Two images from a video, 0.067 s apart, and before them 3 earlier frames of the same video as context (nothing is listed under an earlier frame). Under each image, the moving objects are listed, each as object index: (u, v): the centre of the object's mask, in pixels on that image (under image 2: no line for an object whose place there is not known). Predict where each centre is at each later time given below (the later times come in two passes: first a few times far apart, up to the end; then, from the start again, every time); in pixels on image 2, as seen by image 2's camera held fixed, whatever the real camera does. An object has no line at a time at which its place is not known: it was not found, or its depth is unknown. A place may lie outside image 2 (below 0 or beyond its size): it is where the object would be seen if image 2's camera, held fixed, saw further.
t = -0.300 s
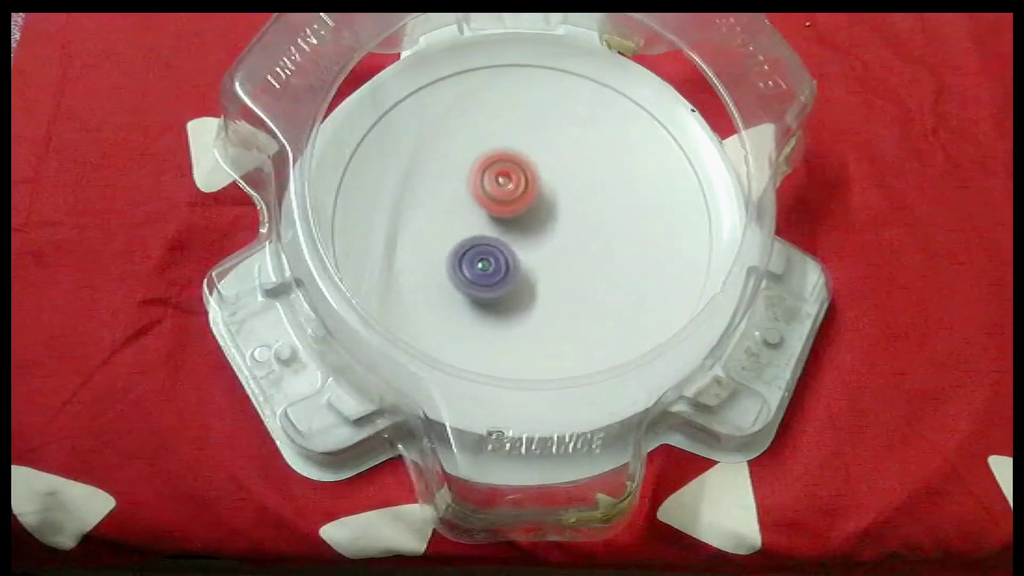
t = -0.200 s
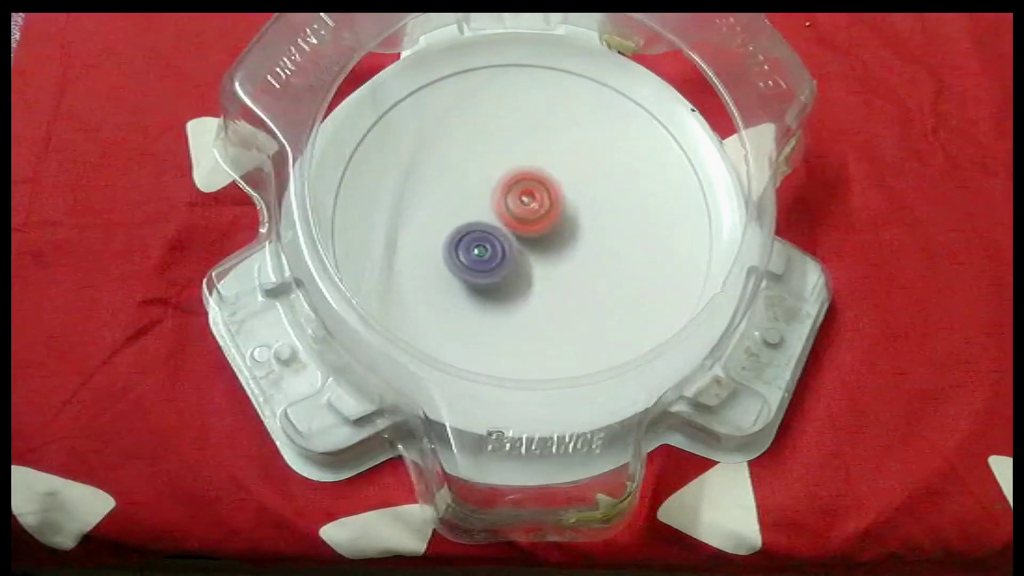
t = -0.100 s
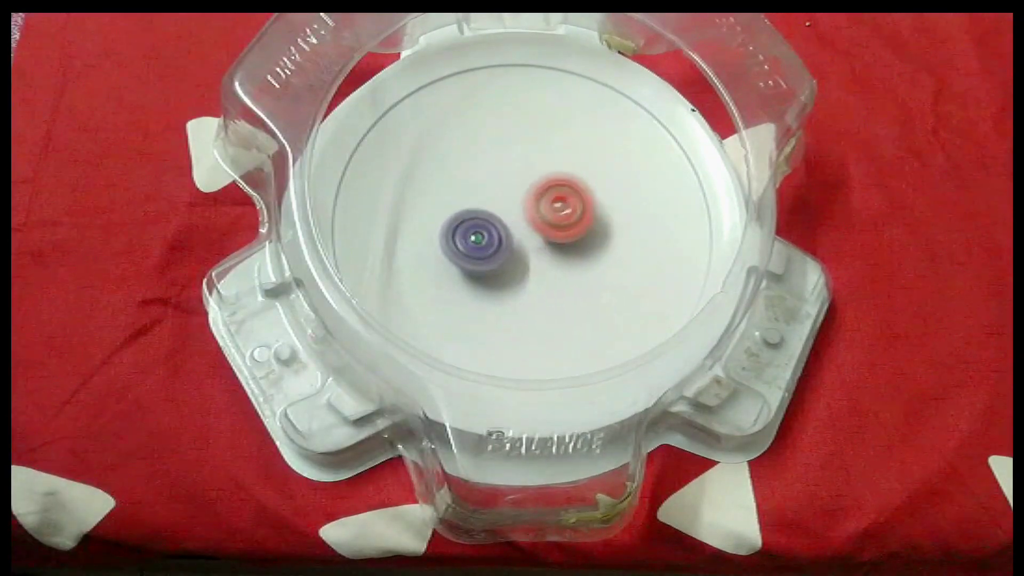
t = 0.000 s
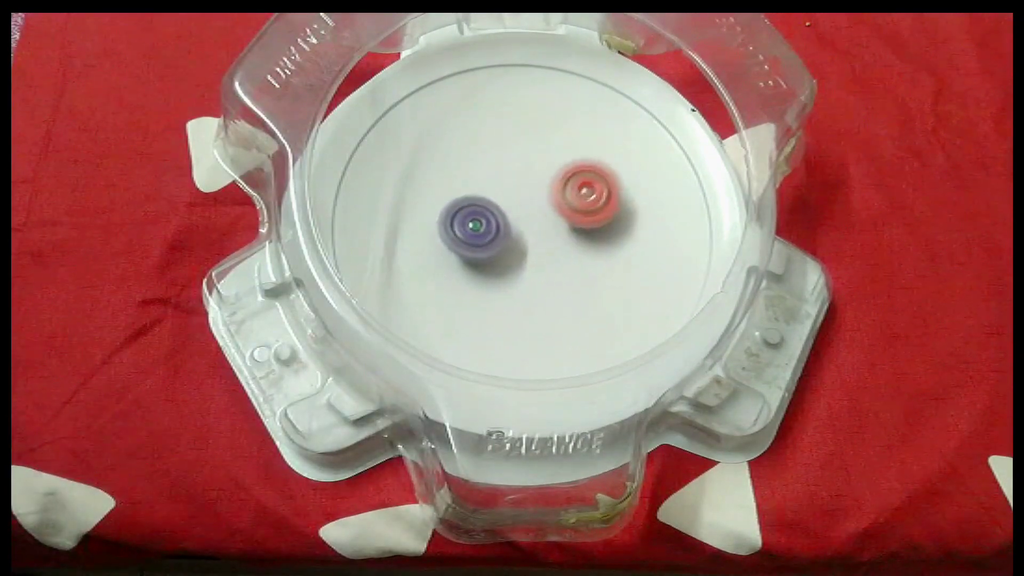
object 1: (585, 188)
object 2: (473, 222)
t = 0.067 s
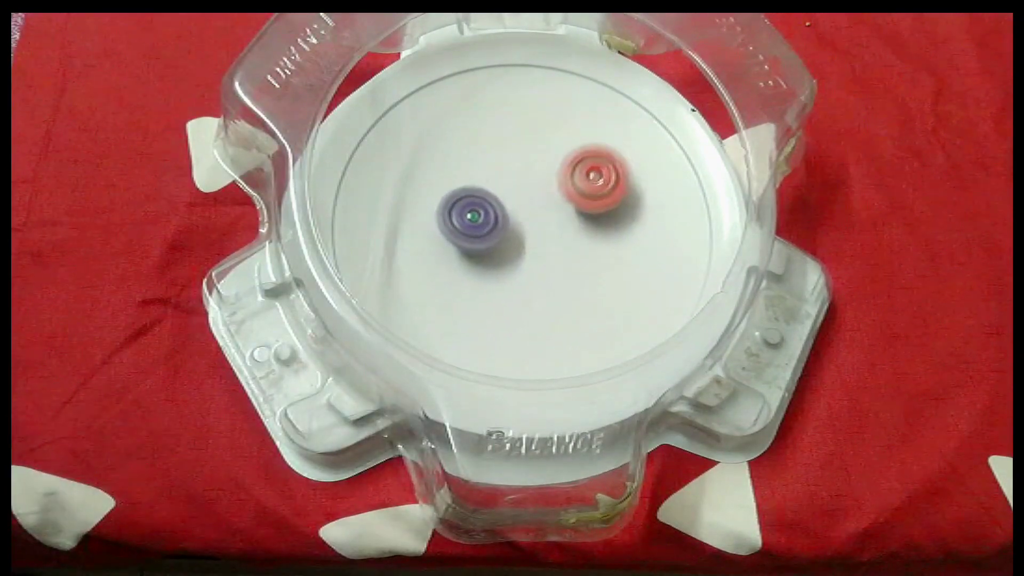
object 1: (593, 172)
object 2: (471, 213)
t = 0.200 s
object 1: (579, 148)
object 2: (469, 194)
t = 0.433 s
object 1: (531, 185)
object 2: (452, 172)
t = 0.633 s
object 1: (577, 236)
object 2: (449, 174)
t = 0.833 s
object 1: (614, 220)
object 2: (472, 183)
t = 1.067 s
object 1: (624, 214)
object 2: (473, 150)
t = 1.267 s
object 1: (675, 206)
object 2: (415, 139)
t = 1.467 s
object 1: (616, 188)
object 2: (418, 172)
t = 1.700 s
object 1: (532, 258)
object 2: (477, 210)
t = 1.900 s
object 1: (572, 348)
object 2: (530, 181)
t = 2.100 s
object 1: (627, 322)
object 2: (568, 151)
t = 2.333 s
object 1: (545, 248)
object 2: (565, 130)
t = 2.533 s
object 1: (441, 226)
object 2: (547, 154)
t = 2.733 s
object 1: (378, 242)
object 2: (552, 200)
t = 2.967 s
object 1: (420, 250)
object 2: (572, 238)
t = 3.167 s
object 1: (472, 195)
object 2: (580, 252)
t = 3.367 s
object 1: (487, 128)
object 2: (570, 258)
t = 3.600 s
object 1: (495, 97)
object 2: (542, 252)
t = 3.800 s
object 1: (522, 124)
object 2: (509, 248)
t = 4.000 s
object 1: (577, 148)
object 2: (487, 239)
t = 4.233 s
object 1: (618, 160)
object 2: (471, 224)
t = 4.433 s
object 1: (609, 186)
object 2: (472, 211)
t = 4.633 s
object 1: (590, 230)
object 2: (480, 189)
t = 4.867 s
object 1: (569, 278)
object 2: (493, 173)
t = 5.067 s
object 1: (546, 289)
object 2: (513, 165)
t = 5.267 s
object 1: (513, 277)
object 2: (538, 166)
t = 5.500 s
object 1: (469, 254)
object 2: (561, 173)
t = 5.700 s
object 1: (449, 225)
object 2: (568, 185)
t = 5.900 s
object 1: (451, 195)
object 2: (569, 205)
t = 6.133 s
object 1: (474, 165)
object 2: (564, 226)
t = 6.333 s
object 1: (506, 145)
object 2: (551, 240)
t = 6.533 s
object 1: (542, 138)
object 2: (531, 248)
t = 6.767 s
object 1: (573, 146)
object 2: (511, 250)
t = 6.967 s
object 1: (585, 172)
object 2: (497, 240)
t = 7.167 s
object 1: (585, 208)
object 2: (492, 227)
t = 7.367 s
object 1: (576, 242)
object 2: (494, 211)
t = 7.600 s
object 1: (551, 269)
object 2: (505, 189)
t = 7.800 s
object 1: (516, 270)
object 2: (521, 174)
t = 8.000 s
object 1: (489, 261)
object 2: (536, 172)
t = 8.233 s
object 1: (471, 229)
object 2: (552, 178)
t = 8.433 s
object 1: (470, 194)
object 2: (561, 191)
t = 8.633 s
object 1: (475, 163)
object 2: (564, 208)
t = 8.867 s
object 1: (501, 150)
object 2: (556, 224)
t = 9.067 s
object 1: (538, 155)
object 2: (540, 233)
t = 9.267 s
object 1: (571, 165)
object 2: (521, 235)
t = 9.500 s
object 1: (590, 188)
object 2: (506, 230)
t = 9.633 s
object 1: (587, 205)
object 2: (499, 224)
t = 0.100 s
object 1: (593, 165)
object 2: (470, 209)
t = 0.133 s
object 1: (591, 158)
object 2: (470, 204)
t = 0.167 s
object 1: (586, 151)
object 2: (469, 199)
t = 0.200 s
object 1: (579, 148)
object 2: (469, 194)
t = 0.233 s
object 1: (571, 146)
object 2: (468, 188)
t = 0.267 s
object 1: (562, 147)
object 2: (465, 183)
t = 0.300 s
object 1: (553, 150)
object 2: (462, 179)
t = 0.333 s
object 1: (545, 155)
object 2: (460, 176)
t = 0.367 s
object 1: (537, 165)
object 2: (457, 174)
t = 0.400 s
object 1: (532, 173)
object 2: (456, 173)
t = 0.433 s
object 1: (531, 185)
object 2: (452, 172)
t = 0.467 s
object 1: (535, 198)
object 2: (449, 170)
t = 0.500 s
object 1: (540, 209)
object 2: (447, 170)
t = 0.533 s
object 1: (547, 220)
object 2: (446, 171)
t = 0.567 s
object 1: (556, 227)
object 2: (446, 172)
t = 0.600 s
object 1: (566, 233)
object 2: (447, 173)
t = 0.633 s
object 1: (577, 236)
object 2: (449, 174)
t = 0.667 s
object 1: (587, 237)
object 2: (451, 176)
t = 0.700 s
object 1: (596, 236)
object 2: (453, 177)
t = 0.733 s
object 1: (604, 234)
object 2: (457, 179)
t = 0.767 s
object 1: (608, 230)
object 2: (461, 181)
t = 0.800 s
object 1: (612, 225)
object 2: (466, 182)
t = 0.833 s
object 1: (614, 220)
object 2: (472, 183)
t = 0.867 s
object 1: (614, 213)
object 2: (479, 183)
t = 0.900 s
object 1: (611, 206)
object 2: (486, 184)
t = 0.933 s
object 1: (606, 200)
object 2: (494, 184)
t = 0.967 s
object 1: (597, 195)
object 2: (502, 183)
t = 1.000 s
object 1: (588, 192)
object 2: (510, 181)
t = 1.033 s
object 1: (601, 201)
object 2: (497, 169)
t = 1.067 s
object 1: (624, 214)
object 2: (473, 150)
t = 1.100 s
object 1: (641, 223)
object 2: (456, 137)
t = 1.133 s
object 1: (653, 226)
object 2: (443, 131)
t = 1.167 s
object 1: (662, 224)
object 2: (432, 131)
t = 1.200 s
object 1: (669, 219)
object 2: (426, 133)
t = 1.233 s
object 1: (674, 213)
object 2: (420, 135)
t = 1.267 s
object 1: (675, 206)
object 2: (415, 139)
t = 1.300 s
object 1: (673, 198)
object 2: (412, 143)
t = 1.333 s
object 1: (668, 192)
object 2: (410, 149)
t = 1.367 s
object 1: (657, 188)
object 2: (410, 154)
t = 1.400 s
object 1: (645, 185)
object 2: (411, 160)
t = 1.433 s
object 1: (630, 185)
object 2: (414, 167)
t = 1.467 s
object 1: (616, 188)
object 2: (418, 172)
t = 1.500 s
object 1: (601, 193)
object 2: (422, 178)
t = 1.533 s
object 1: (586, 201)
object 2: (429, 184)
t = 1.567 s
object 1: (574, 209)
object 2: (436, 190)
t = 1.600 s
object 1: (562, 220)
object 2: (445, 196)
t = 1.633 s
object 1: (551, 232)
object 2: (454, 201)
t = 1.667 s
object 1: (542, 244)
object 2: (465, 206)
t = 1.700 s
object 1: (532, 258)
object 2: (477, 210)
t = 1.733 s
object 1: (531, 280)
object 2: (486, 205)
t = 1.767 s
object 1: (534, 300)
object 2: (493, 198)
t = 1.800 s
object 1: (539, 316)
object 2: (503, 193)
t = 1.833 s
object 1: (548, 330)
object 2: (514, 188)
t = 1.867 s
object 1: (560, 341)
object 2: (523, 185)
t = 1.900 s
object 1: (572, 348)
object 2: (530, 181)
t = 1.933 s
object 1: (585, 351)
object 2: (538, 177)
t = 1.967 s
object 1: (596, 351)
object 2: (545, 173)
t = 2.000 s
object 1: (607, 348)
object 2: (551, 168)
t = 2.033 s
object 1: (617, 342)
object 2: (558, 162)
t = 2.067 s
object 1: (624, 333)
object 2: (564, 156)
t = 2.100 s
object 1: (627, 322)
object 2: (568, 151)
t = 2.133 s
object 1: (623, 309)
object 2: (572, 145)
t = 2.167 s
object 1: (616, 296)
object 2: (574, 140)
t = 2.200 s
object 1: (606, 285)
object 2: (574, 136)
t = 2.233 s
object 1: (593, 274)
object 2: (574, 133)
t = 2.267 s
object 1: (578, 265)
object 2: (572, 131)
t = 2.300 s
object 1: (563, 257)
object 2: (569, 130)
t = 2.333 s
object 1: (545, 248)
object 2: (565, 130)
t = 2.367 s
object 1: (527, 240)
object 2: (561, 131)
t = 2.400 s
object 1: (509, 236)
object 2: (556, 134)
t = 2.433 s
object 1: (491, 232)
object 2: (554, 137)
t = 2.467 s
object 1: (474, 229)
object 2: (551, 142)
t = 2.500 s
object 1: (457, 226)
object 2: (548, 147)
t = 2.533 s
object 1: (441, 226)
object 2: (547, 154)
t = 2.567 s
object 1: (425, 226)
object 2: (546, 161)
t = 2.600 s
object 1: (410, 227)
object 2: (547, 169)
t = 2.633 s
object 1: (398, 230)
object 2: (547, 177)
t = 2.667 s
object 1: (390, 233)
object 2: (548, 185)
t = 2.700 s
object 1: (382, 237)
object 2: (550, 193)
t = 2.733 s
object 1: (378, 242)
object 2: (552, 200)
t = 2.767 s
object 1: (376, 246)
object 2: (555, 206)
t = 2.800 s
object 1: (377, 252)
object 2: (557, 212)
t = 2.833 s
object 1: (381, 255)
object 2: (561, 219)
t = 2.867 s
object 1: (388, 257)
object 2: (564, 224)
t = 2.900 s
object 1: (398, 256)
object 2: (567, 230)
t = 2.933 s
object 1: (409, 254)
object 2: (570, 234)
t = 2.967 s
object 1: (420, 250)
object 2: (572, 238)
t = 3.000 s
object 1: (432, 243)
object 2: (575, 241)
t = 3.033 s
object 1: (442, 235)
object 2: (577, 244)
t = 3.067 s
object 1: (451, 226)
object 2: (579, 246)
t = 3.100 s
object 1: (459, 216)
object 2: (580, 249)
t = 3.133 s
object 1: (466, 206)
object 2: (580, 250)
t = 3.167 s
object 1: (472, 195)
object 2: (580, 252)
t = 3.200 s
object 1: (477, 182)
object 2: (579, 253)
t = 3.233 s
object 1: (479, 170)
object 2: (578, 254)
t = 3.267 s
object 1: (482, 159)
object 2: (577, 255)
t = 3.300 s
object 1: (484, 147)
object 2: (575, 256)
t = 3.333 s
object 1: (486, 137)
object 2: (573, 257)
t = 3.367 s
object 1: (487, 128)
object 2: (570, 258)
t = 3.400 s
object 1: (488, 120)
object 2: (567, 258)
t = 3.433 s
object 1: (489, 112)
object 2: (564, 257)
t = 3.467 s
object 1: (490, 106)
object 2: (560, 256)
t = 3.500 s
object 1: (490, 101)
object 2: (556, 255)
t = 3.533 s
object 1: (491, 97)
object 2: (552, 254)
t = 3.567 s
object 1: (493, 96)
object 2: (547, 253)
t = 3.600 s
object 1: (495, 97)
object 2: (542, 252)
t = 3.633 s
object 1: (497, 99)
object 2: (536, 250)
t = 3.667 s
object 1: (499, 102)
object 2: (530, 249)
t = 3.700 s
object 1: (503, 106)
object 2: (524, 248)
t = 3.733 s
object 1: (509, 112)
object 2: (519, 248)
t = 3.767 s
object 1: (515, 118)
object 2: (514, 249)
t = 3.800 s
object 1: (522, 124)
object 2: (509, 248)
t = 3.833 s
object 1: (531, 130)
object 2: (505, 247)
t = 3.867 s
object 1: (539, 134)
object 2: (500, 246)
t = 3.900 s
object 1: (548, 138)
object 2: (497, 245)
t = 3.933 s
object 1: (558, 142)
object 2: (493, 243)
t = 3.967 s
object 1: (567, 145)
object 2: (490, 241)
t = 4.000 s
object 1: (577, 148)
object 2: (487, 239)
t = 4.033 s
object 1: (586, 150)
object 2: (484, 237)
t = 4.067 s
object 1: (594, 152)
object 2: (480, 235)
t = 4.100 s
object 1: (603, 154)
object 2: (478, 232)
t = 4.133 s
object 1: (609, 155)
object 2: (476, 231)
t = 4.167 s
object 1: (613, 156)
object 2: (474, 228)
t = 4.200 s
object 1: (617, 158)
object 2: (472, 226)
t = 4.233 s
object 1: (618, 160)
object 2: (471, 224)
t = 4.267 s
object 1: (619, 162)
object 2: (470, 221)
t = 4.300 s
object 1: (618, 165)
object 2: (470, 220)
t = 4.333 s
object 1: (617, 169)
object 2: (470, 218)
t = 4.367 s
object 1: (615, 174)
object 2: (470, 216)
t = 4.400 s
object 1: (611, 177)
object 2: (471, 214)
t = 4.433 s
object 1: (609, 186)
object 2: (472, 211)
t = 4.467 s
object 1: (605, 192)
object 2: (473, 208)
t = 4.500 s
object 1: (601, 201)
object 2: (474, 204)
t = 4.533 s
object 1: (598, 208)
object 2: (476, 201)
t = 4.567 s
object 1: (595, 215)
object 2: (477, 197)
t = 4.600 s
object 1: (592, 223)
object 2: (479, 193)
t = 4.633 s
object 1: (590, 230)
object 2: (480, 189)
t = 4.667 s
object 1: (587, 238)
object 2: (481, 186)
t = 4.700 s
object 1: (583, 245)
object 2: (483, 183)
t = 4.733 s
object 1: (579, 252)
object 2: (484, 180)
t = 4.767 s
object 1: (576, 260)
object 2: (486, 178)
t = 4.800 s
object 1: (573, 266)
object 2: (488, 176)
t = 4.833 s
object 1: (571, 273)
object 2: (490, 175)
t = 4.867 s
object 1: (569, 278)
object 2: (493, 173)
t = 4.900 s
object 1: (566, 281)
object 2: (495, 172)
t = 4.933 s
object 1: (563, 285)
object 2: (498, 170)
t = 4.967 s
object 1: (558, 287)
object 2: (501, 168)
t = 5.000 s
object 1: (555, 289)
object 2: (505, 167)
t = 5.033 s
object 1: (550, 290)
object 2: (509, 166)
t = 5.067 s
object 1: (546, 289)
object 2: (513, 165)
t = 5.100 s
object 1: (541, 288)
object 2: (517, 165)
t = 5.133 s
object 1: (535, 287)
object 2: (521, 165)
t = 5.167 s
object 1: (531, 284)
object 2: (526, 165)
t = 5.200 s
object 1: (525, 282)
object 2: (530, 165)
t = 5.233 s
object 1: (519, 279)
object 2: (534, 165)
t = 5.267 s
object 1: (513, 277)
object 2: (538, 166)
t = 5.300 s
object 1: (508, 274)
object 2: (542, 167)
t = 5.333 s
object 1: (501, 271)
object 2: (546, 167)
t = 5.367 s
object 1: (494, 268)
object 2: (549, 168)
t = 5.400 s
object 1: (487, 265)
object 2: (552, 169)
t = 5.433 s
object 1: (481, 260)
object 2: (555, 171)
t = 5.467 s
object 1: (474, 256)
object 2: (558, 172)
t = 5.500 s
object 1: (469, 254)
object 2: (561, 173)
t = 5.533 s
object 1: (464, 249)
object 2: (563, 175)
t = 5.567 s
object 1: (460, 244)
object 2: (564, 176)
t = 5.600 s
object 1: (455, 240)
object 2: (565, 178)
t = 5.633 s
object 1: (454, 235)
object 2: (567, 180)
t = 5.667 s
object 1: (451, 230)
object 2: (568, 183)
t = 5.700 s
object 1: (449, 225)
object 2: (568, 185)
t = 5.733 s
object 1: (449, 221)
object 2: (568, 188)
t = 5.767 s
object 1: (449, 216)
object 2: (568, 191)
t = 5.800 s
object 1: (449, 211)
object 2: (569, 195)
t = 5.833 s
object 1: (450, 207)
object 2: (569, 198)
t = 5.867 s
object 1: (451, 200)
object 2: (569, 201)
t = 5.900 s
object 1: (451, 195)
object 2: (569, 205)
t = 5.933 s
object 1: (454, 191)
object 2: (569, 208)
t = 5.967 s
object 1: (456, 186)
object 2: (568, 212)
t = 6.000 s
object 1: (459, 182)
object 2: (568, 215)
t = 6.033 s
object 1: (463, 178)
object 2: (567, 218)
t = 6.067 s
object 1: (466, 174)
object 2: (567, 221)
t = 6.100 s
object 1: (470, 170)
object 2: (565, 223)
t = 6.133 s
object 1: (474, 165)
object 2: (564, 226)
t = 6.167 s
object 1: (479, 161)
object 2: (562, 229)
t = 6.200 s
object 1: (484, 157)
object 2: (560, 231)
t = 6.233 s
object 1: (489, 154)
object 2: (558, 234)
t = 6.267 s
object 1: (495, 151)
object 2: (556, 236)
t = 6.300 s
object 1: (500, 147)
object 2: (553, 238)
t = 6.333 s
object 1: (506, 145)
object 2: (551, 240)
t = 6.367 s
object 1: (512, 143)
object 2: (547, 242)
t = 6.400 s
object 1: (519, 141)
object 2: (545, 243)
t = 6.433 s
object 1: (524, 139)
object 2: (542, 245)
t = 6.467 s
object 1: (530, 139)
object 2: (539, 246)
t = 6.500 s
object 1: (536, 138)
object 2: (535, 246)
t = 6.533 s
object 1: (542, 138)
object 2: (531, 248)
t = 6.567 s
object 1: (548, 138)
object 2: (528, 248)
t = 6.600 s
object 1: (553, 138)
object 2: (524, 249)
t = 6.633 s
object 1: (558, 139)
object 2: (521, 249)
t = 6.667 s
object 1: (562, 140)
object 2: (518, 250)
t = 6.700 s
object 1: (566, 141)
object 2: (516, 250)
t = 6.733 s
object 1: (570, 143)
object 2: (513, 250)
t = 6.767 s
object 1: (573, 146)
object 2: (511, 250)
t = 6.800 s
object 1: (575, 149)
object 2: (508, 250)
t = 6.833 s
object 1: (578, 152)
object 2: (506, 248)
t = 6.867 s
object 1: (580, 157)
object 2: (503, 247)
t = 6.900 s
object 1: (582, 162)
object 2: (502, 245)
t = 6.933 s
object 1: (583, 167)
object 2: (500, 243)
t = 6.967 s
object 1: (585, 172)
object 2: (497, 240)
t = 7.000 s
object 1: (586, 178)
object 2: (496, 238)
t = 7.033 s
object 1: (587, 183)
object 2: (495, 236)
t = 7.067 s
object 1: (587, 189)
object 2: (494, 233)
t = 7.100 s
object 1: (586, 195)
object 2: (492, 231)
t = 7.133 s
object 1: (586, 201)
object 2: (492, 229)
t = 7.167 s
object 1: (585, 208)
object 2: (492, 227)
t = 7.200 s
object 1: (584, 213)
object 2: (492, 224)
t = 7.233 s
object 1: (582, 220)
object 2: (491, 221)
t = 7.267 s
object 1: (581, 225)
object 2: (492, 219)
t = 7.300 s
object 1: (581, 231)
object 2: (492, 216)
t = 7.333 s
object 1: (578, 236)
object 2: (493, 214)
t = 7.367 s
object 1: (576, 242)
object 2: (494, 211)
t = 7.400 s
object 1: (573, 248)
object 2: (495, 208)
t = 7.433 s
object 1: (569, 253)
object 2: (497, 204)
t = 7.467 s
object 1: (567, 258)
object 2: (498, 201)
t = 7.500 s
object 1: (564, 262)
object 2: (500, 198)
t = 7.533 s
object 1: (559, 264)
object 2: (502, 195)
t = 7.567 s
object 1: (556, 267)
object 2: (504, 191)
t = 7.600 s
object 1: (551, 269)
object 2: (505, 189)
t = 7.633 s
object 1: (547, 270)
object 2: (508, 186)
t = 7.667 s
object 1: (542, 270)
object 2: (511, 183)
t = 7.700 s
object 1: (534, 269)
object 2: (513, 180)
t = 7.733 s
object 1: (527, 268)
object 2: (516, 178)
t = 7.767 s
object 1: (521, 270)
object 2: (518, 176)
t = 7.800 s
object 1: (516, 270)
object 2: (521, 174)
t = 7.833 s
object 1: (512, 270)
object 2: (523, 173)
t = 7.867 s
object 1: (507, 270)
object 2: (526, 173)
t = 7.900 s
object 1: (502, 268)
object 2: (529, 172)
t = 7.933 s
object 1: (497, 266)
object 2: (531, 172)
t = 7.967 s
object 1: (494, 265)
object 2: (534, 172)
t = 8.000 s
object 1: (489, 261)
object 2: (536, 172)
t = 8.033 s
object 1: (486, 258)
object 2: (538, 172)
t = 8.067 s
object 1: (483, 254)
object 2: (541, 172)
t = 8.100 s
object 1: (479, 250)
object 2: (543, 173)
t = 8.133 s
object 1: (476, 245)
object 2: (545, 174)
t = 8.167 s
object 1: (474, 239)
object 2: (548, 175)
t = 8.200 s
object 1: (472, 235)
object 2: (550, 176)
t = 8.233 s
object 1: (471, 229)
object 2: (552, 178)
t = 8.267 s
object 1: (469, 223)
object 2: (554, 180)
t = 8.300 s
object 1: (469, 218)
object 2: (556, 182)
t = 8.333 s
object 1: (468, 212)
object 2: (557, 185)
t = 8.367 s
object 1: (468, 206)
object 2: (559, 187)
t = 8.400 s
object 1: (468, 200)
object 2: (559, 189)
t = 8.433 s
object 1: (470, 194)
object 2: (561, 191)
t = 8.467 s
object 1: (471, 188)
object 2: (562, 194)
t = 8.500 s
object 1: (470, 182)
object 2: (563, 196)
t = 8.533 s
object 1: (471, 176)
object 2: (564, 200)
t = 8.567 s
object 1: (472, 171)
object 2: (564, 202)
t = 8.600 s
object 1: (473, 167)
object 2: (564, 205)
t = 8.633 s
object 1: (475, 163)
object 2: (564, 208)
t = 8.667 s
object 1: (477, 160)
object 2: (564, 210)
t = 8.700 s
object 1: (481, 158)
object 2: (563, 212)
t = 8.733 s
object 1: (483, 155)
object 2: (562, 215)
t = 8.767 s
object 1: (488, 153)
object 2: (561, 217)
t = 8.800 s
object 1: (491, 152)
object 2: (559, 219)
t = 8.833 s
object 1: (496, 151)
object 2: (557, 222)
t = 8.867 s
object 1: (501, 150)
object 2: (556, 224)
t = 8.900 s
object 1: (507, 150)
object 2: (553, 226)
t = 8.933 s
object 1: (512, 150)
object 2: (550, 228)
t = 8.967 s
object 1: (519, 151)
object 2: (548, 230)
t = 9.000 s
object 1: (524, 152)
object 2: (545, 232)
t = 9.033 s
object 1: (532, 153)
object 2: (542, 232)
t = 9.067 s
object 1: (538, 155)
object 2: (540, 233)
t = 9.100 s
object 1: (545, 155)
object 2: (537, 234)
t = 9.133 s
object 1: (550, 157)
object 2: (534, 234)
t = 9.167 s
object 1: (557, 159)
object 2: (531, 235)
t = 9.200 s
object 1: (561, 161)
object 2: (527, 235)
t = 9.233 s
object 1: (566, 163)
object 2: (524, 235)
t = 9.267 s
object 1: (571, 165)
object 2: (521, 235)
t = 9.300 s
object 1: (576, 167)
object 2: (518, 235)
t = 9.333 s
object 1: (580, 171)
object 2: (516, 235)
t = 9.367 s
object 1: (583, 174)
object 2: (514, 235)
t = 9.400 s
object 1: (586, 177)
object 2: (512, 234)
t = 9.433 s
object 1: (588, 179)
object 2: (510, 233)
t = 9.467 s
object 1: (590, 184)
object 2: (508, 232)
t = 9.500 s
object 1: (590, 188)
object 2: (506, 230)
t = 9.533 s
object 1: (590, 191)
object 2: (504, 229)
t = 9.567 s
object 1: (589, 196)
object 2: (502, 228)
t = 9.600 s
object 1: (588, 200)
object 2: (500, 226)
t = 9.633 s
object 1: (587, 205)
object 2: (499, 224)
